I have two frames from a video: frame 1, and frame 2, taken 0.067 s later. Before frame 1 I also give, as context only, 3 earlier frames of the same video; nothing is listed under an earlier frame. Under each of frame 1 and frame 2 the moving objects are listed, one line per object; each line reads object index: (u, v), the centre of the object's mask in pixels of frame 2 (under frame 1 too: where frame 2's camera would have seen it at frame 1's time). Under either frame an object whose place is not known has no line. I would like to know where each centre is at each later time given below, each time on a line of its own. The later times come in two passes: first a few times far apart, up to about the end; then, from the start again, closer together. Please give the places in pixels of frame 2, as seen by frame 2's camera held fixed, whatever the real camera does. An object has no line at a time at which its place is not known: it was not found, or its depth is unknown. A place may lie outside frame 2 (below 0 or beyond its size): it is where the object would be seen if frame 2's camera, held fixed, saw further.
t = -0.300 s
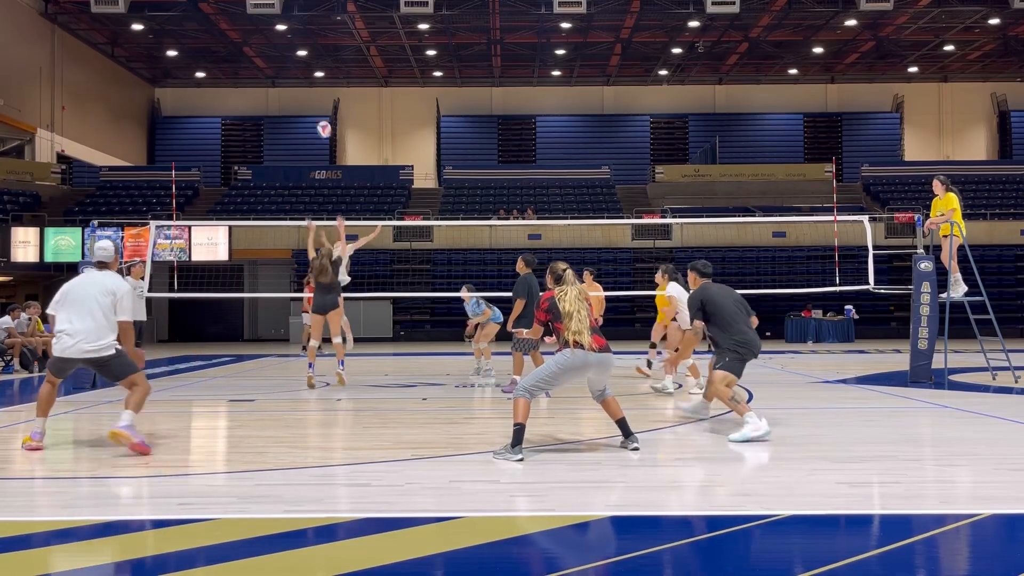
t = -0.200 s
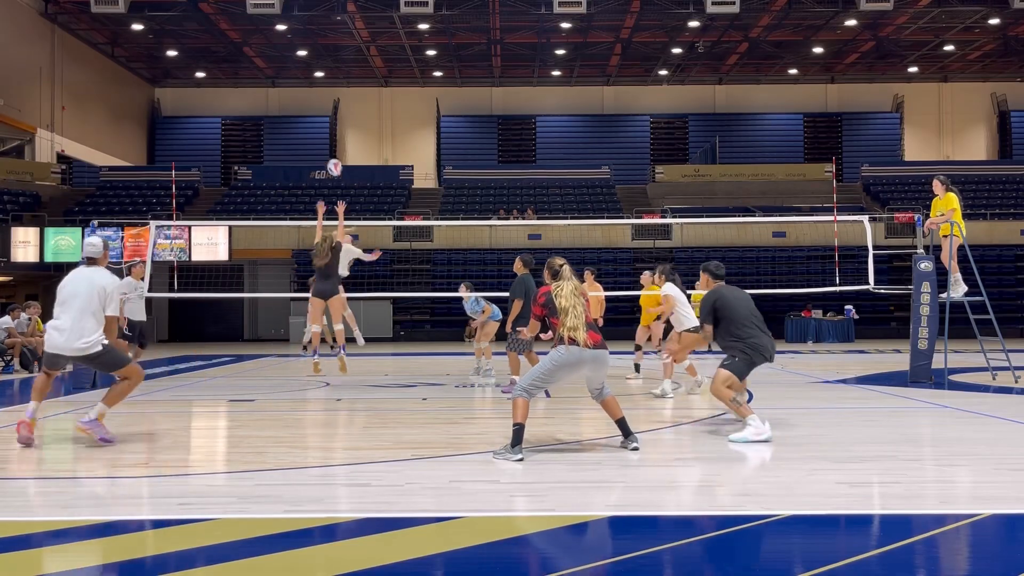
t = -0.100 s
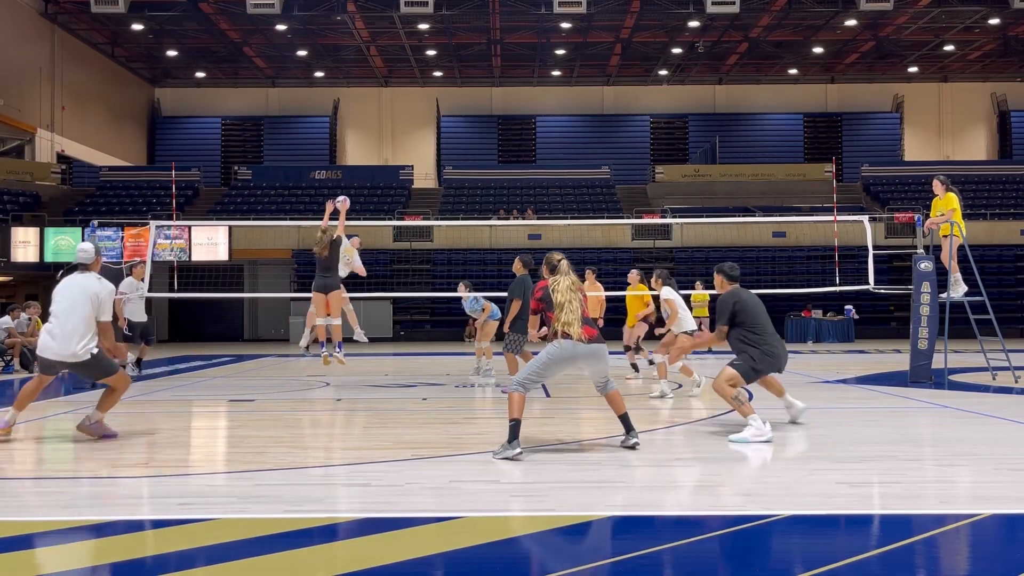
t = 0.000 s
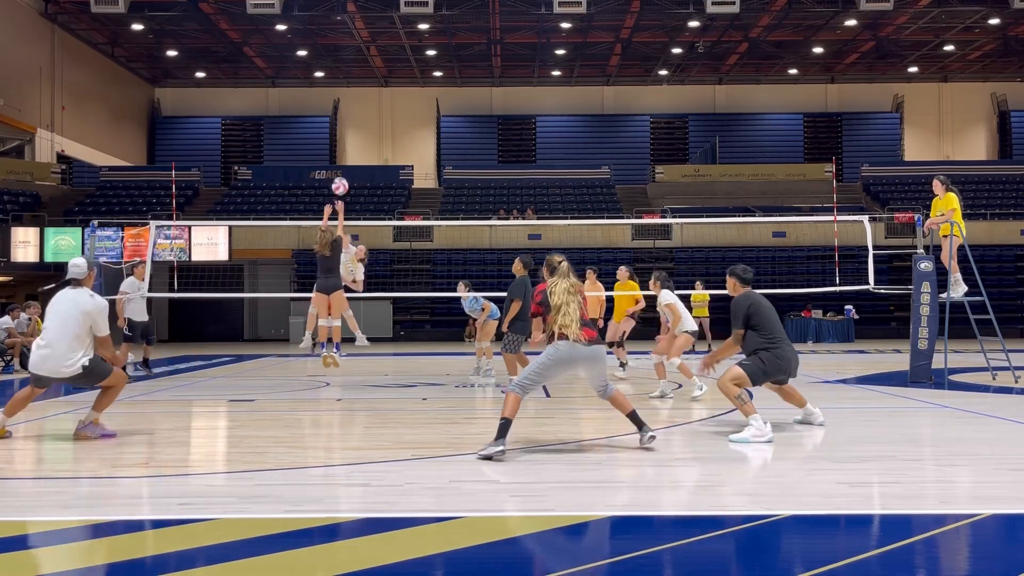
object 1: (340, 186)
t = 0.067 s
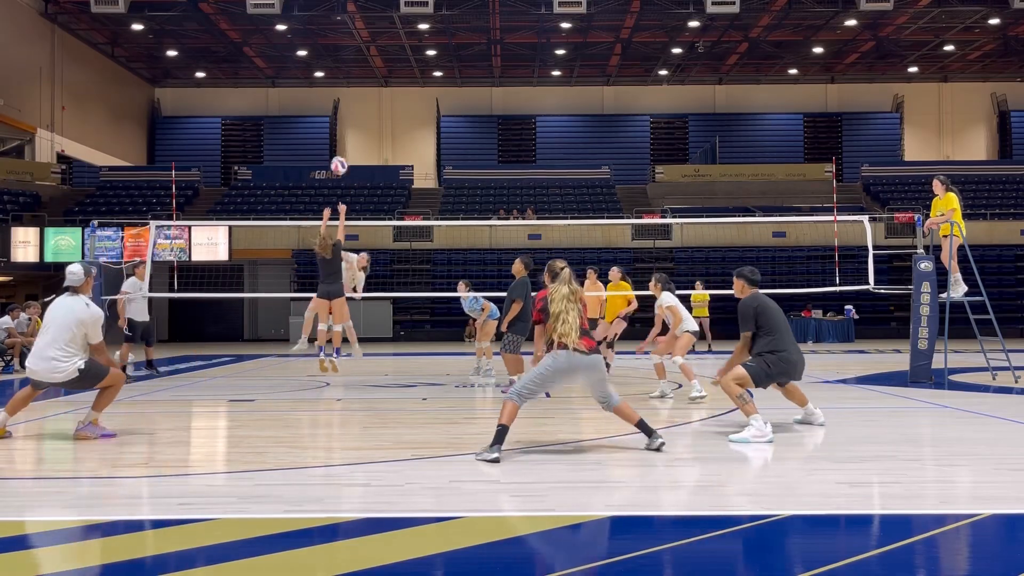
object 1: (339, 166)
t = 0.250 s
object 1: (335, 121)
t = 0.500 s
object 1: (327, 99)
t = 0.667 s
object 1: (319, 121)
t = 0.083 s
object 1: (338, 161)
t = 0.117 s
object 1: (338, 152)
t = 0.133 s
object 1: (337, 147)
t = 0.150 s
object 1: (337, 143)
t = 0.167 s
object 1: (337, 139)
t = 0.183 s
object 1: (337, 135)
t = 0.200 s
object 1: (336, 131)
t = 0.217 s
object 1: (336, 128)
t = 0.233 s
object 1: (336, 124)
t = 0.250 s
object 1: (335, 121)
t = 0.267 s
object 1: (335, 118)
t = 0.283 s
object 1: (334, 115)
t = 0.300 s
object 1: (334, 112)
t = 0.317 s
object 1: (333, 110)
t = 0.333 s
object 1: (333, 108)
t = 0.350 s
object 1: (332, 106)
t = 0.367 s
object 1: (332, 104)
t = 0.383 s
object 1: (331, 102)
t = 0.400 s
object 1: (331, 101)
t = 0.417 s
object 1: (330, 100)
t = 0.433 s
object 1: (330, 99)
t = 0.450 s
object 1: (329, 98)
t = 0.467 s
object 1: (328, 98)
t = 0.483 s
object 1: (327, 98)
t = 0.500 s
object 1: (327, 99)
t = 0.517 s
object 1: (327, 99)
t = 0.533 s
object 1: (326, 100)
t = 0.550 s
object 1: (325, 102)
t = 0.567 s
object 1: (324, 103)
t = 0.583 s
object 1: (324, 105)
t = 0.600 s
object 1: (322, 107)
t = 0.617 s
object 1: (322, 110)
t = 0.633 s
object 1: (321, 113)
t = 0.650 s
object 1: (320, 117)
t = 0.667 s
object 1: (319, 121)
